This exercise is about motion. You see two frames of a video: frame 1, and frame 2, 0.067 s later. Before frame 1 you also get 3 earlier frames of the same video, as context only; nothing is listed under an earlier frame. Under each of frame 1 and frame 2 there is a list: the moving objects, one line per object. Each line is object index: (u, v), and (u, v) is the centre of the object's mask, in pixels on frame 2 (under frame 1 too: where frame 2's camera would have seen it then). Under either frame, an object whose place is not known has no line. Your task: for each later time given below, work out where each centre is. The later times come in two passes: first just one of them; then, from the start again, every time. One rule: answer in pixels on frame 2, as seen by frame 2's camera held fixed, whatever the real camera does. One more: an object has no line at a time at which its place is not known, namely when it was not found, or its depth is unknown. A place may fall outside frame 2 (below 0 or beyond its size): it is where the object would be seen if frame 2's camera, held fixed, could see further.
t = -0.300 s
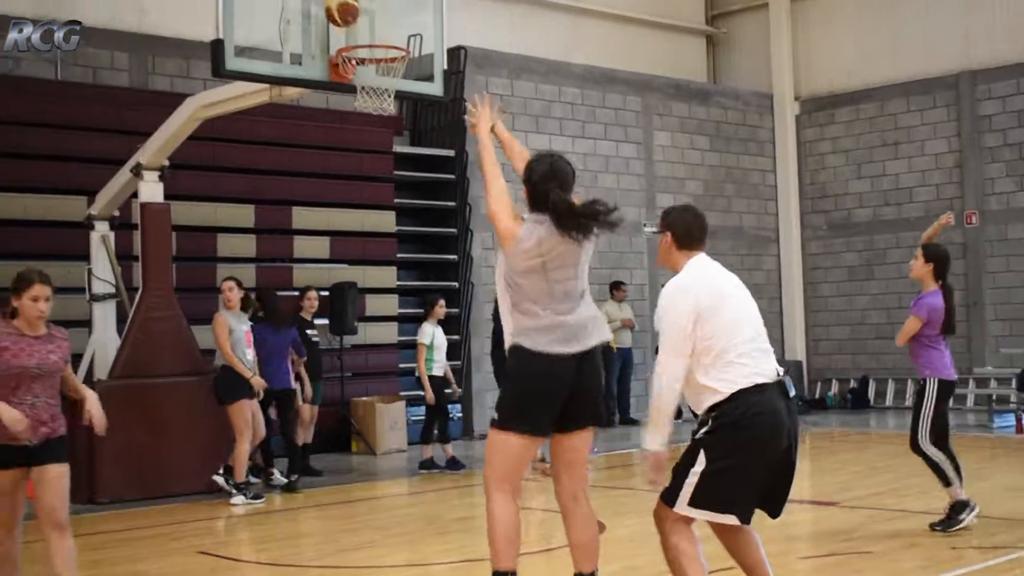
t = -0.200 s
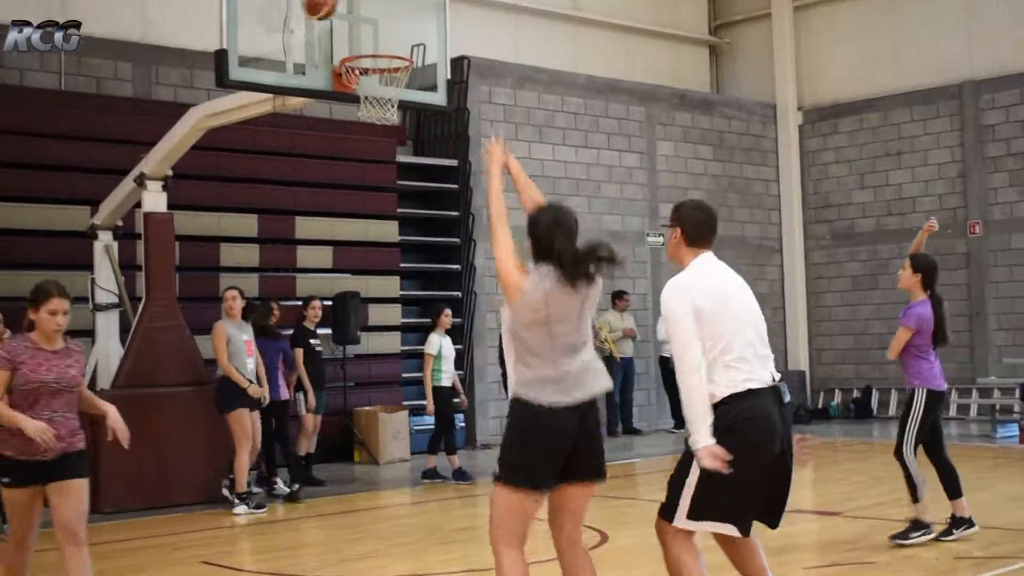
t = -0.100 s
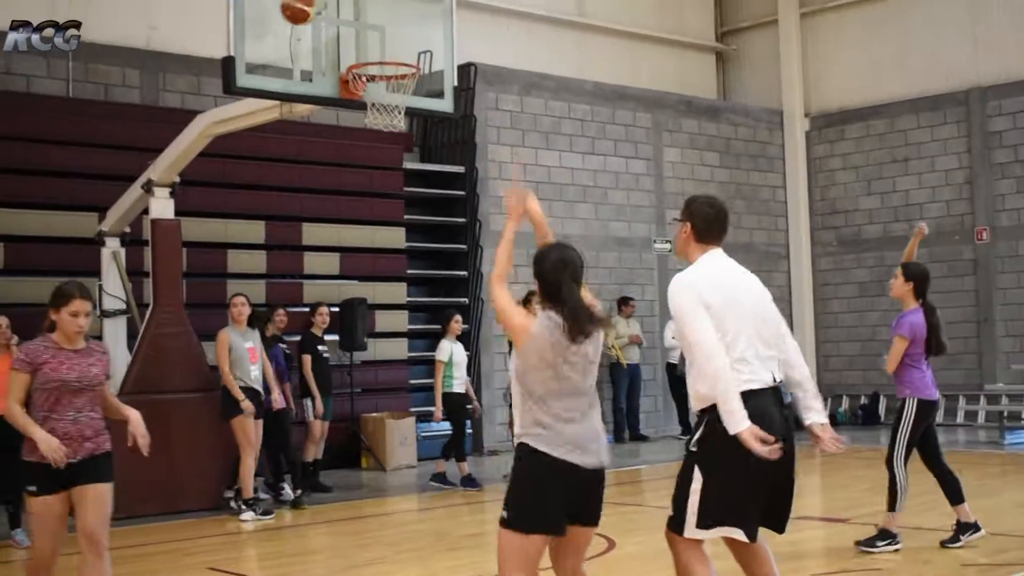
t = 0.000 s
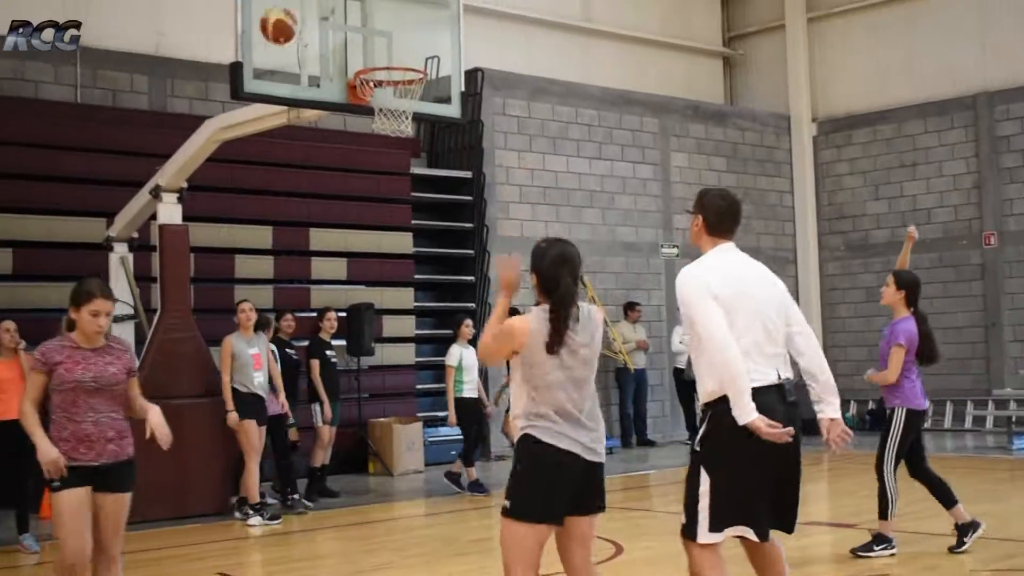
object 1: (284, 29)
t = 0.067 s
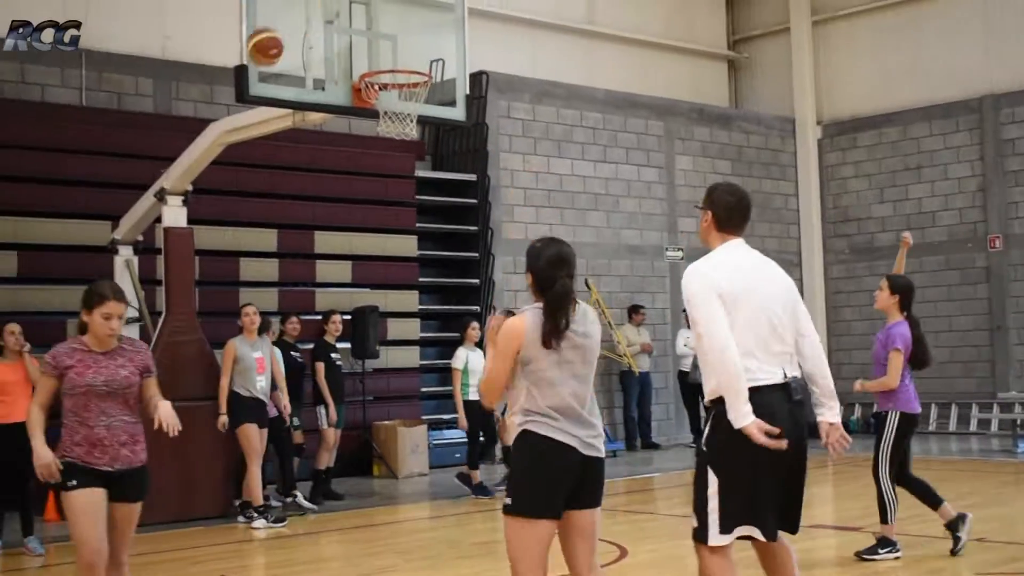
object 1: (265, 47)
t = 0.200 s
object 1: (226, 104)
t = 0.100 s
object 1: (254, 59)
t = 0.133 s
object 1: (246, 74)
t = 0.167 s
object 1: (237, 87)
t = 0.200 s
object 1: (226, 104)
